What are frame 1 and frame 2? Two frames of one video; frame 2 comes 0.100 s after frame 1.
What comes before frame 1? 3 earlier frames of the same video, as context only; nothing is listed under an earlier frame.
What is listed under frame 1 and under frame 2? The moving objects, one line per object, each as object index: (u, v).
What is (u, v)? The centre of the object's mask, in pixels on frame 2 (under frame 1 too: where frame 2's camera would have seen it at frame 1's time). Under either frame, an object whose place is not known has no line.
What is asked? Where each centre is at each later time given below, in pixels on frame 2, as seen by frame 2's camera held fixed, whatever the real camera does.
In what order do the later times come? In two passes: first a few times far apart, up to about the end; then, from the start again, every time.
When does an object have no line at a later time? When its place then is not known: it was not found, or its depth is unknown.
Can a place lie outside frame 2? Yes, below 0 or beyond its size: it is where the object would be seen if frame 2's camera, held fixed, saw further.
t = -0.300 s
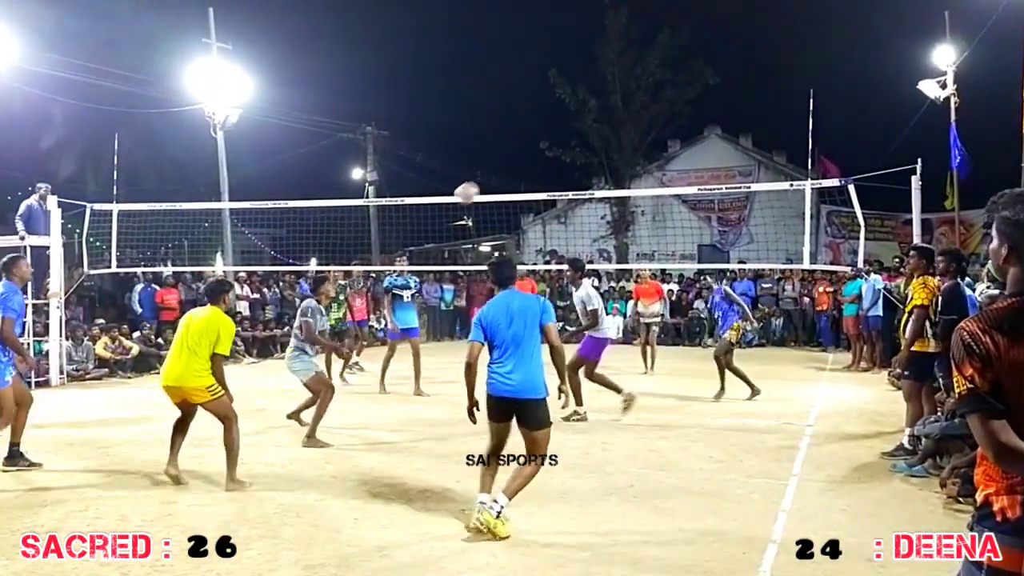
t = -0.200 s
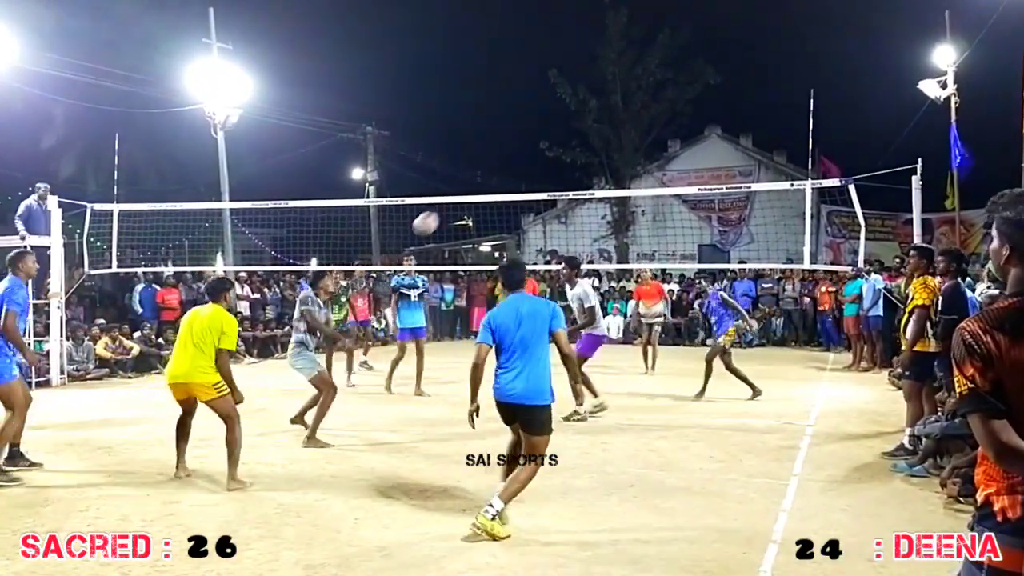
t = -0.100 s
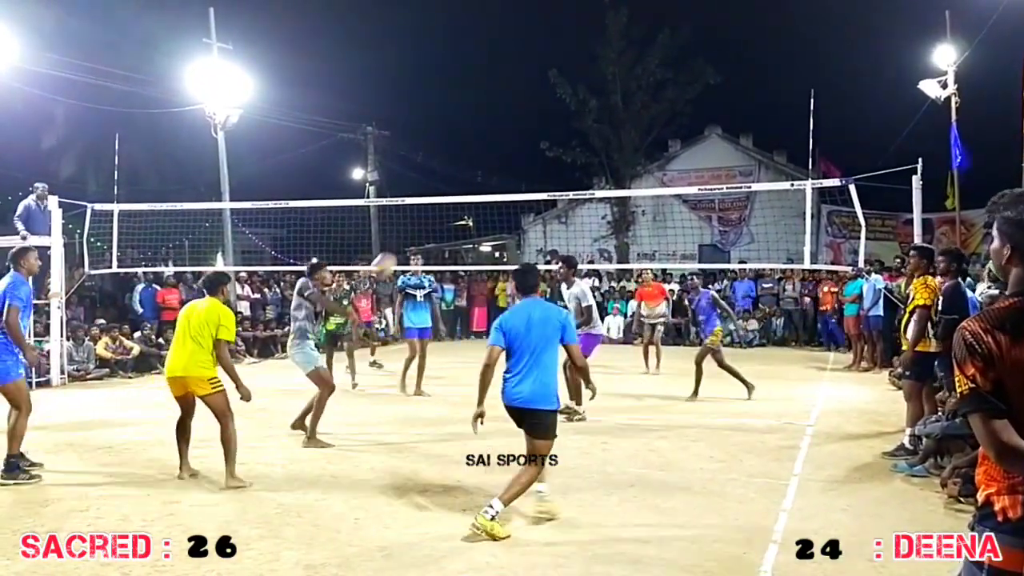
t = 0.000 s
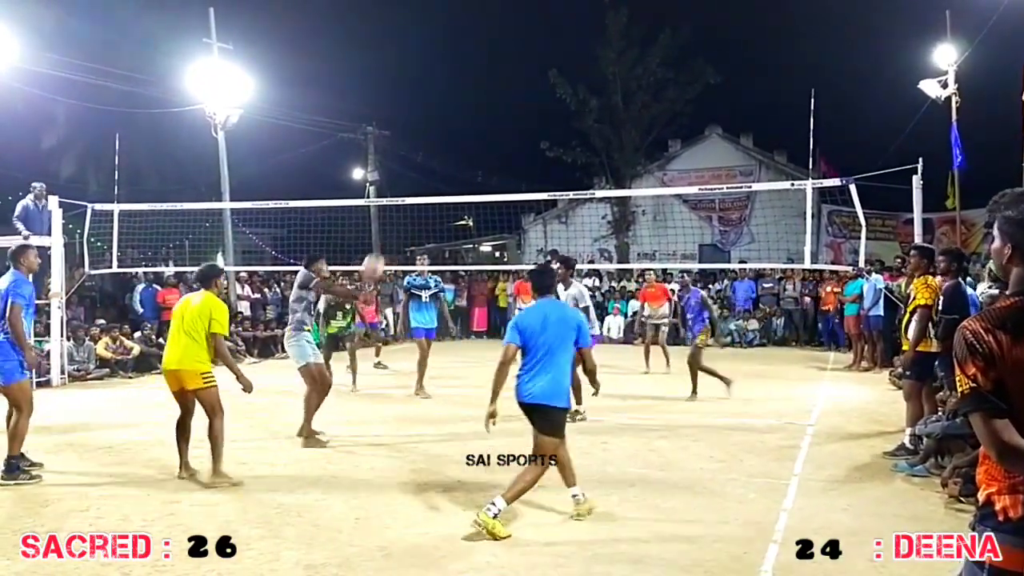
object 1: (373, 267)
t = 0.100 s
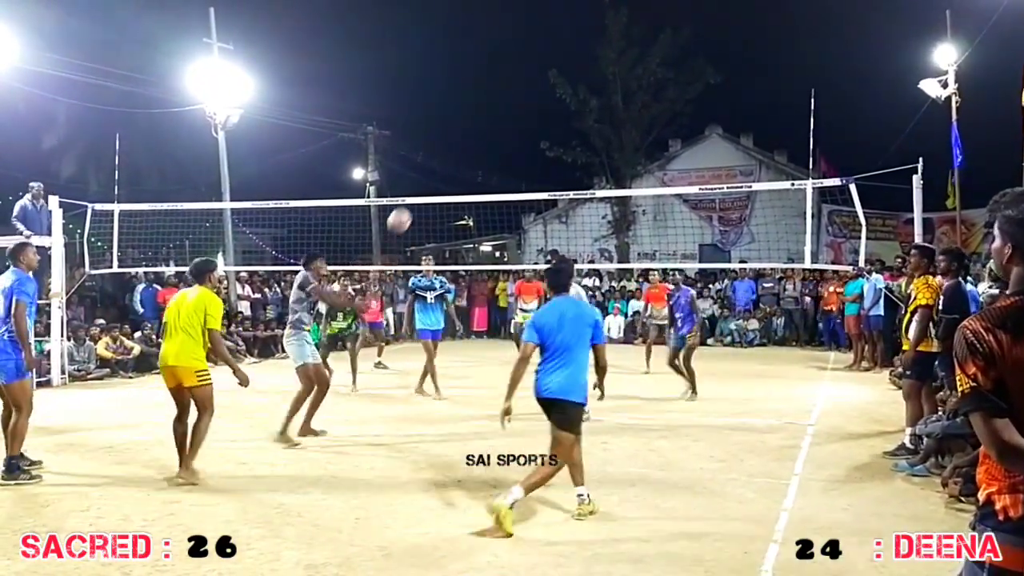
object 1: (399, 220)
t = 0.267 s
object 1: (441, 168)
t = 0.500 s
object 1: (496, 143)
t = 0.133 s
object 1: (408, 207)
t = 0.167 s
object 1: (417, 195)
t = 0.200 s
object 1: (425, 185)
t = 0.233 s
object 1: (433, 176)
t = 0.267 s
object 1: (441, 168)
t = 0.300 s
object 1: (449, 161)
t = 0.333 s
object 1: (457, 155)
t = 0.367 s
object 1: (465, 151)
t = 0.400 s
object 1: (473, 148)
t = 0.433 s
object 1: (480, 145)
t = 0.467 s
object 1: (488, 144)
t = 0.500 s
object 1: (496, 143)
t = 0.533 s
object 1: (504, 144)
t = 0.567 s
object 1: (511, 145)
